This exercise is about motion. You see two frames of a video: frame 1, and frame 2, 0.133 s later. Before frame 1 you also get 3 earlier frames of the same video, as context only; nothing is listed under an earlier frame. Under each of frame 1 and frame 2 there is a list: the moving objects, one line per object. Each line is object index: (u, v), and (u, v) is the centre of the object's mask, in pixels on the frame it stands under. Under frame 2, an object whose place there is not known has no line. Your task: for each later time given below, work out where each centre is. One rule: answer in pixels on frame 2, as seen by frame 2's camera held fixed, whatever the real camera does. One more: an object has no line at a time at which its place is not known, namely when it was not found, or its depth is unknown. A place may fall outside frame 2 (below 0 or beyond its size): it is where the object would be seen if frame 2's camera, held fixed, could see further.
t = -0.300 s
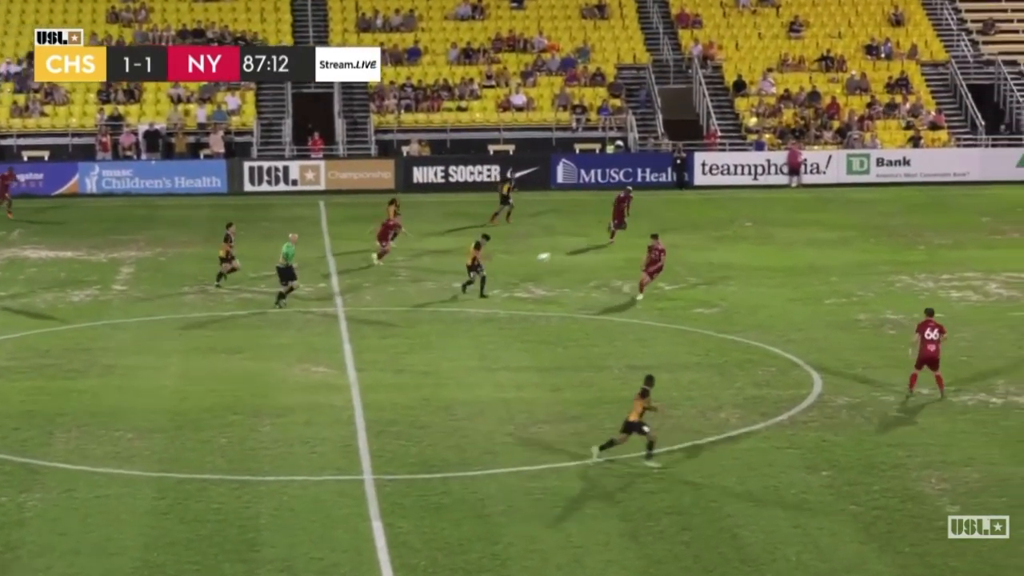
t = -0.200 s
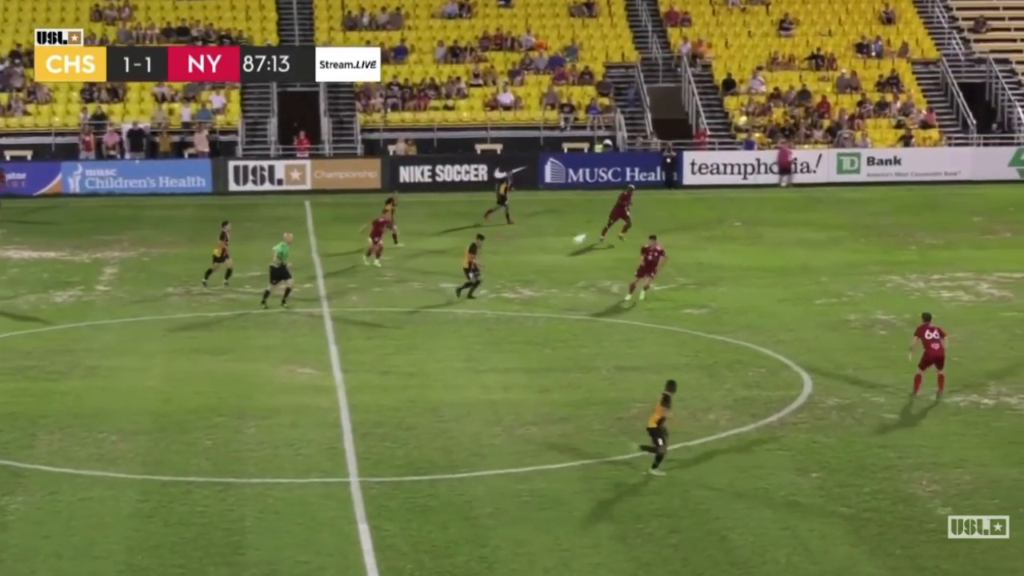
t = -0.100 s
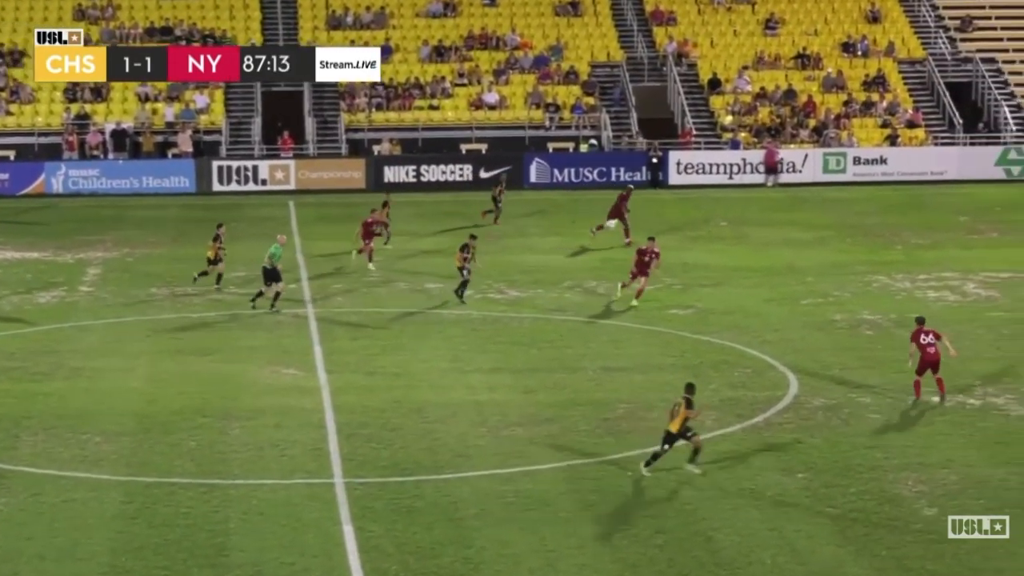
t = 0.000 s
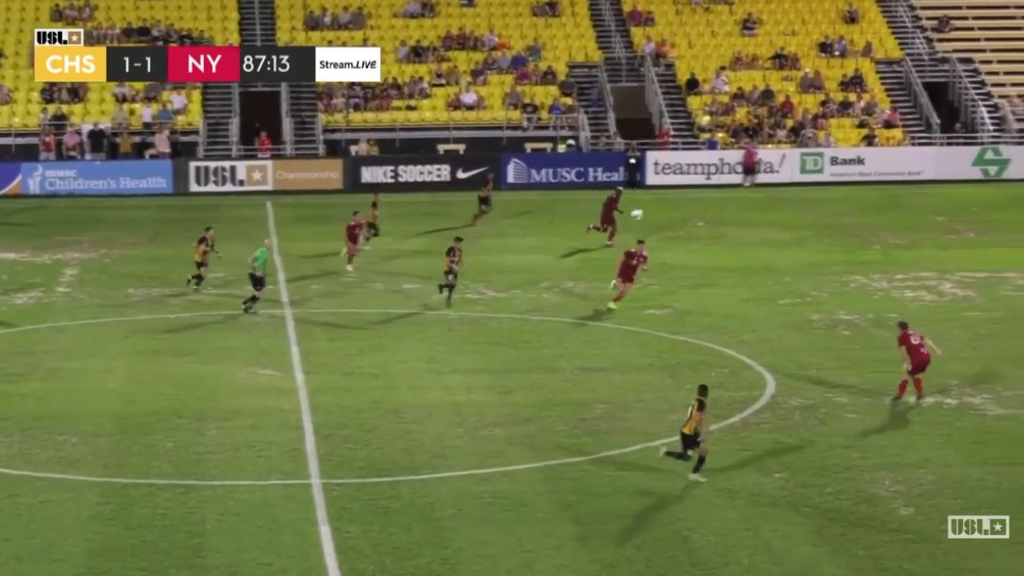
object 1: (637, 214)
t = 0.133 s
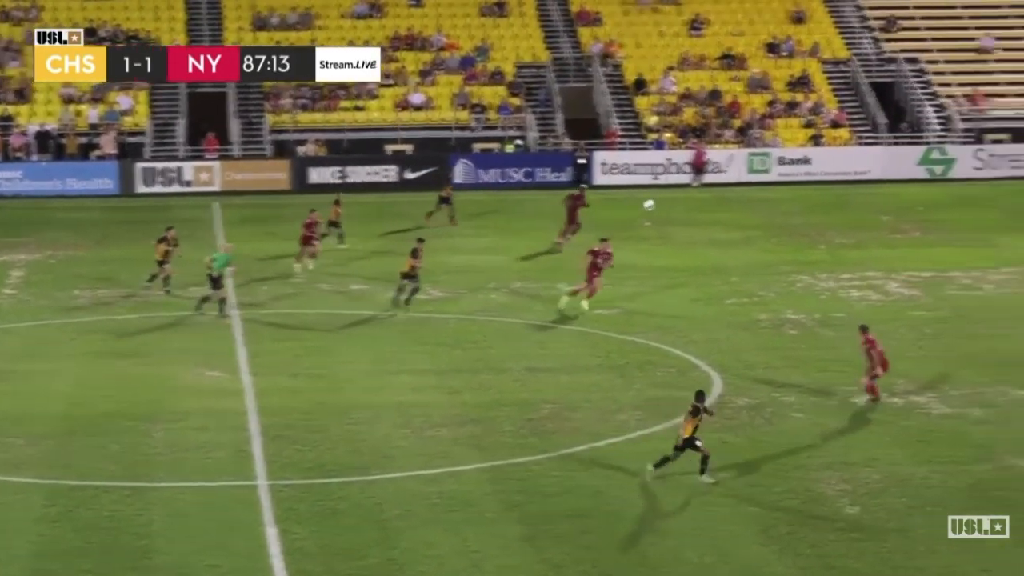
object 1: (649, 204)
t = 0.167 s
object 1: (657, 202)
